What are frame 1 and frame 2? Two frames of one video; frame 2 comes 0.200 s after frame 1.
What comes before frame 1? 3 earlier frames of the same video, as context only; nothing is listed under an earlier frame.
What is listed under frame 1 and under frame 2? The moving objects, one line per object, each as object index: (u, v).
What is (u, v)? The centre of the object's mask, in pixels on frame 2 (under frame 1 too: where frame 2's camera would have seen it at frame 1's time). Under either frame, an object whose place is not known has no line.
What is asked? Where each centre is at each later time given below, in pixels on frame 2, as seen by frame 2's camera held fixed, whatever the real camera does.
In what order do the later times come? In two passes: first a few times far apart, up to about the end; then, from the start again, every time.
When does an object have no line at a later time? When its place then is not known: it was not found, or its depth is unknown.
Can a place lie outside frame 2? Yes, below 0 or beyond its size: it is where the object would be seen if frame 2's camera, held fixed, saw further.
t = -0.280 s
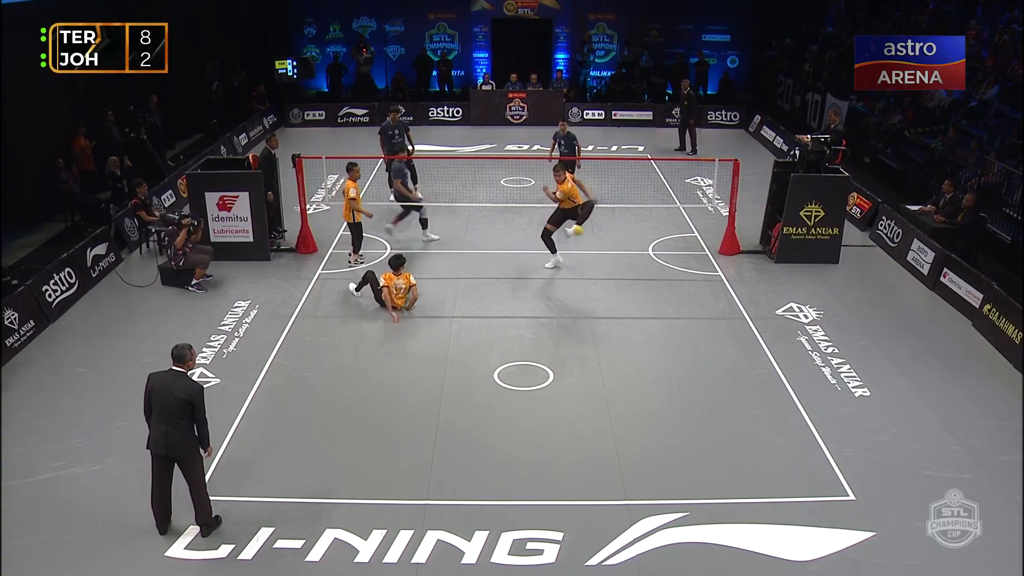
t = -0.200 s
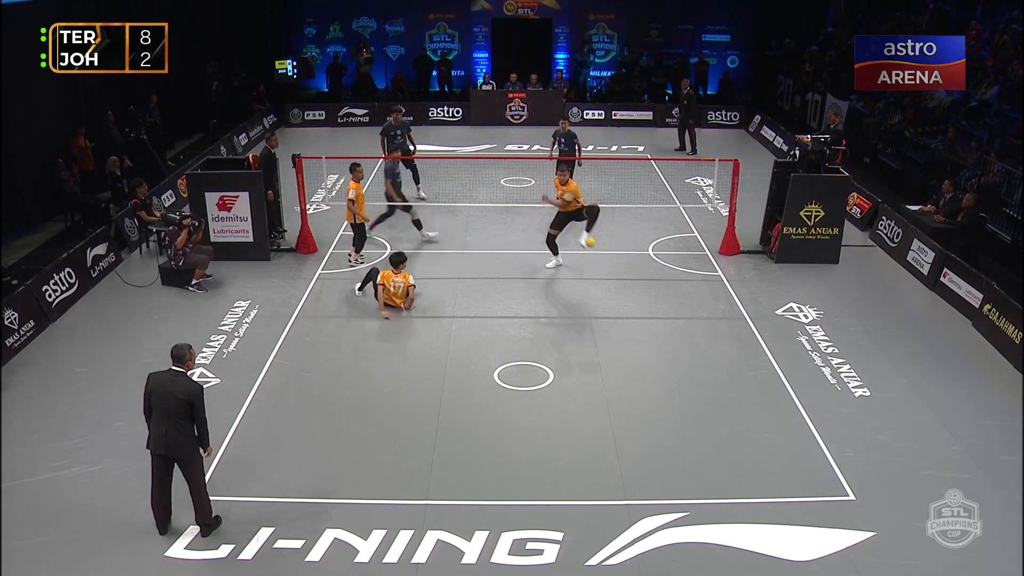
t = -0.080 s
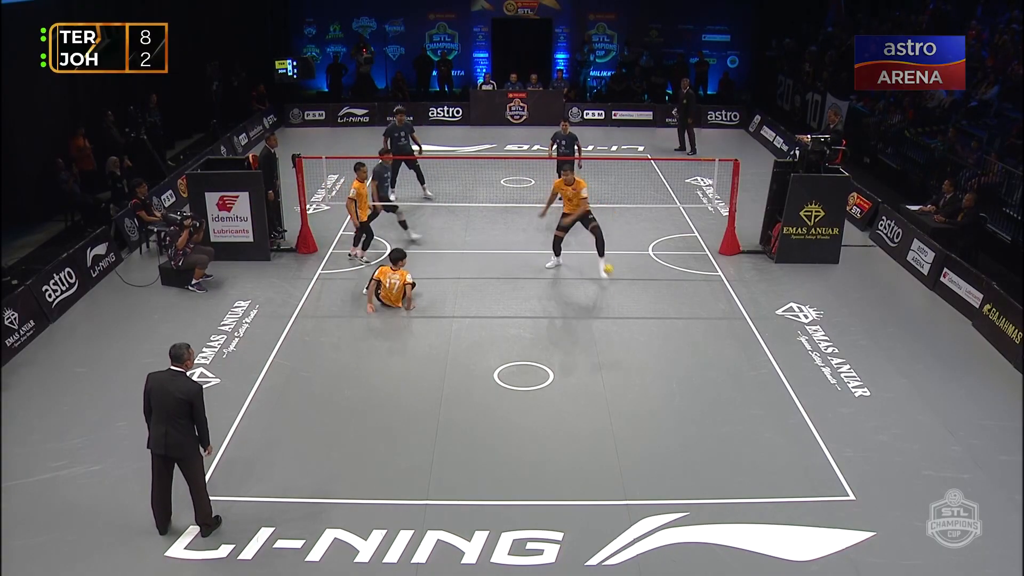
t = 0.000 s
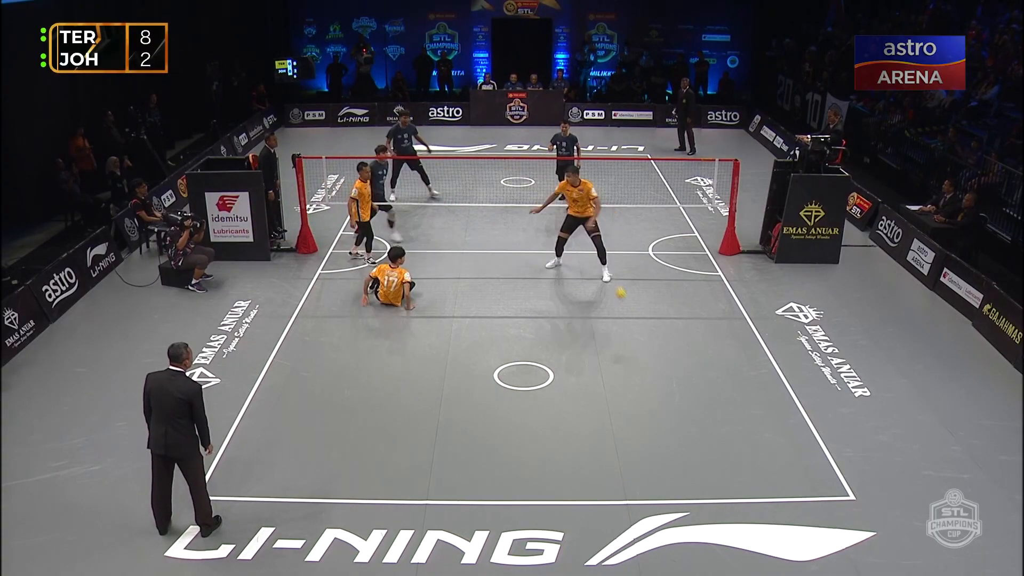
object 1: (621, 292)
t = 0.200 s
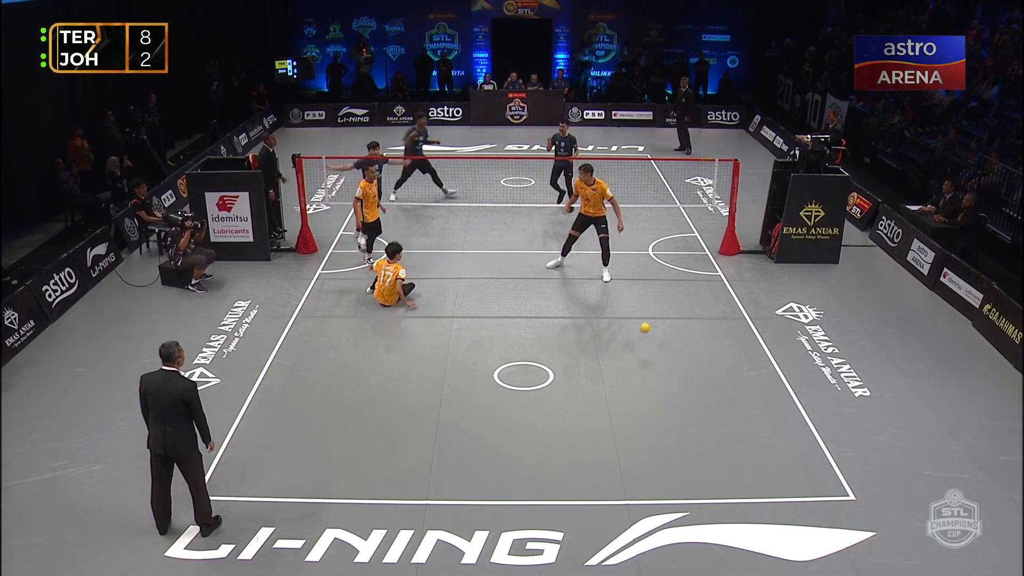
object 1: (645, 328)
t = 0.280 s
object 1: (650, 323)
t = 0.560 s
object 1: (670, 343)
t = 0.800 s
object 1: (685, 373)
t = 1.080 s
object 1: (705, 398)
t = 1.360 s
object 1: (724, 418)
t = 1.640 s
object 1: (743, 444)
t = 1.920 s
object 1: (763, 466)
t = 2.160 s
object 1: (780, 486)
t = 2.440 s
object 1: (799, 508)
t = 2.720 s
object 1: (817, 530)
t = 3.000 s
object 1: (837, 551)
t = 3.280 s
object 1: (856, 570)
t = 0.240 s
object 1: (648, 325)
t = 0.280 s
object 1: (650, 323)
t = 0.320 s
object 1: (653, 322)
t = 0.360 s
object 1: (656, 322)
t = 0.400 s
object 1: (659, 324)
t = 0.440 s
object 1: (662, 327)
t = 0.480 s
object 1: (664, 332)
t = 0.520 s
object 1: (667, 337)
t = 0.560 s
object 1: (670, 343)
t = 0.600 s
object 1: (672, 352)
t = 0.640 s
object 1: (674, 361)
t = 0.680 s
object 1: (677, 372)
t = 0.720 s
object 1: (679, 378)
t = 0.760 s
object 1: (682, 375)
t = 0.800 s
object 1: (685, 373)
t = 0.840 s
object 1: (689, 373)
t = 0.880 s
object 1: (692, 374)
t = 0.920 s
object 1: (694, 376)
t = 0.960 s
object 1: (697, 380)
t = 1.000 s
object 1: (700, 384)
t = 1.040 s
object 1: (702, 390)
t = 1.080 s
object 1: (705, 398)
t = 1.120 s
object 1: (707, 406)
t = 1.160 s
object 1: (710, 408)
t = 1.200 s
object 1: (713, 407)
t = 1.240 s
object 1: (716, 408)
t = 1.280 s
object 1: (719, 410)
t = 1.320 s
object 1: (721, 413)
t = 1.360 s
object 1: (724, 418)
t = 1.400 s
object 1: (726, 423)
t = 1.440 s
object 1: (728, 431)
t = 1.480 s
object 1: (732, 431)
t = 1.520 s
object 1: (735, 433)
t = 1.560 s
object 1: (737, 435)
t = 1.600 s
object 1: (740, 439)
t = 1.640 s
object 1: (743, 444)
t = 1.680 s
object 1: (746, 448)
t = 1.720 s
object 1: (749, 450)
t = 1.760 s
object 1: (752, 453)
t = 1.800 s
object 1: (754, 458)
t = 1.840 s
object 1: (758, 460)
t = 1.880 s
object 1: (760, 464)
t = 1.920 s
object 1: (763, 466)
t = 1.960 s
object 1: (766, 470)
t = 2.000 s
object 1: (769, 473)
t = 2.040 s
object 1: (772, 476)
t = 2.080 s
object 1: (775, 479)
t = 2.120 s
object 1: (777, 483)
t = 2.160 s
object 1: (780, 486)
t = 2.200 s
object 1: (783, 489)
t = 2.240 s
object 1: (785, 492)
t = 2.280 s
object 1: (788, 495)
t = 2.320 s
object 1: (791, 498)
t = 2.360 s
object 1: (794, 501)
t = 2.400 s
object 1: (796, 505)
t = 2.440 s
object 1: (799, 508)
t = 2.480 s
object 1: (802, 511)
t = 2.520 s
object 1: (805, 514)
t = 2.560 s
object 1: (807, 517)
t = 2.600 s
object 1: (810, 520)
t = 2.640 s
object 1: (812, 523)
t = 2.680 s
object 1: (815, 526)
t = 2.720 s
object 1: (817, 530)
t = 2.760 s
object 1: (820, 533)
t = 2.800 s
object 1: (823, 536)
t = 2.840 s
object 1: (826, 539)
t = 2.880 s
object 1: (828, 542)
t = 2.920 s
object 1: (831, 545)
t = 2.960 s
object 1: (834, 548)
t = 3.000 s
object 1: (837, 551)
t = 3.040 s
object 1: (840, 555)
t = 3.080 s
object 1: (843, 558)
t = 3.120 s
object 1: (845, 560)
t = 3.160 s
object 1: (848, 564)
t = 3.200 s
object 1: (851, 567)
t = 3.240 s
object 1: (853, 569)
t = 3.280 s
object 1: (856, 570)
